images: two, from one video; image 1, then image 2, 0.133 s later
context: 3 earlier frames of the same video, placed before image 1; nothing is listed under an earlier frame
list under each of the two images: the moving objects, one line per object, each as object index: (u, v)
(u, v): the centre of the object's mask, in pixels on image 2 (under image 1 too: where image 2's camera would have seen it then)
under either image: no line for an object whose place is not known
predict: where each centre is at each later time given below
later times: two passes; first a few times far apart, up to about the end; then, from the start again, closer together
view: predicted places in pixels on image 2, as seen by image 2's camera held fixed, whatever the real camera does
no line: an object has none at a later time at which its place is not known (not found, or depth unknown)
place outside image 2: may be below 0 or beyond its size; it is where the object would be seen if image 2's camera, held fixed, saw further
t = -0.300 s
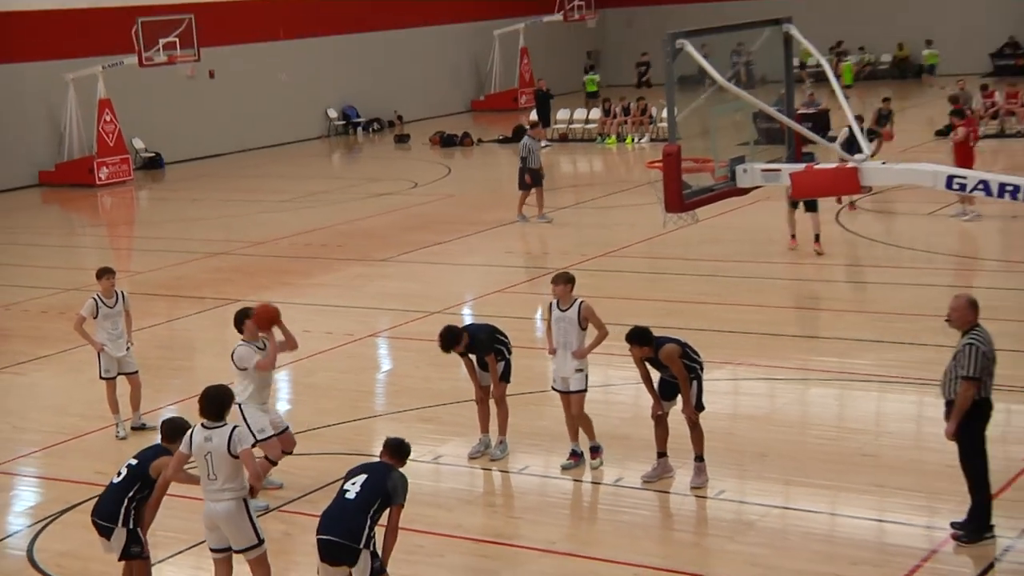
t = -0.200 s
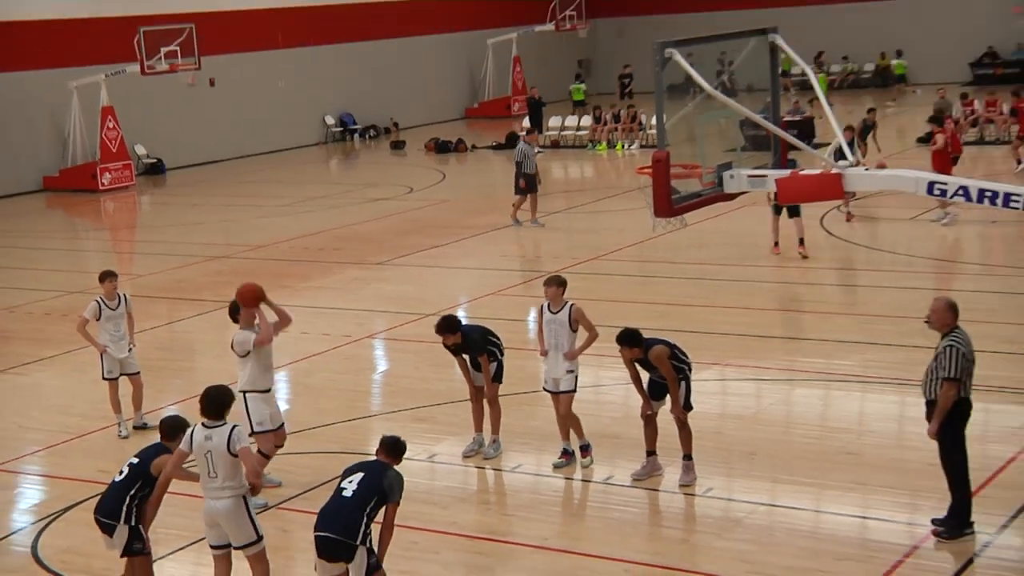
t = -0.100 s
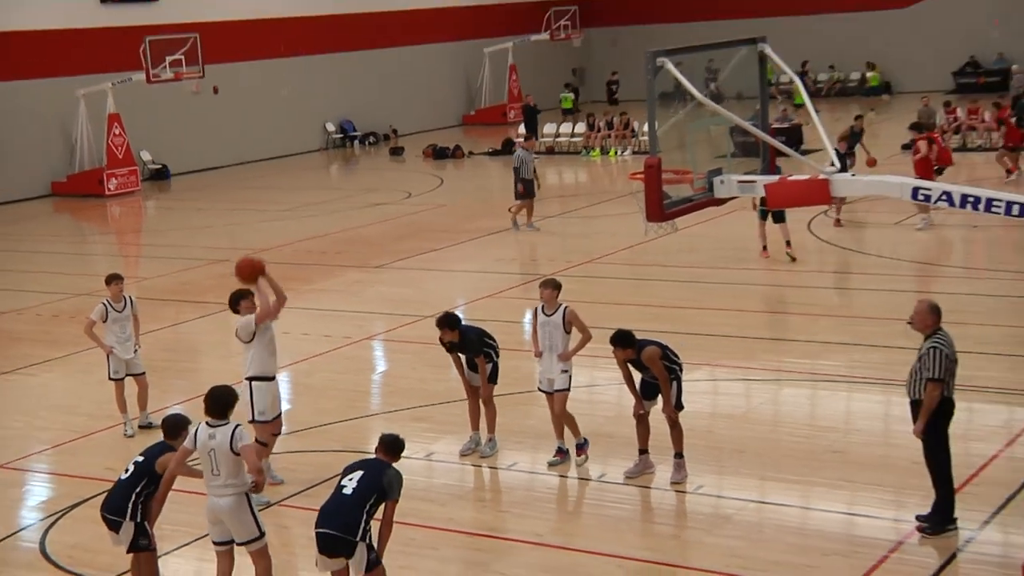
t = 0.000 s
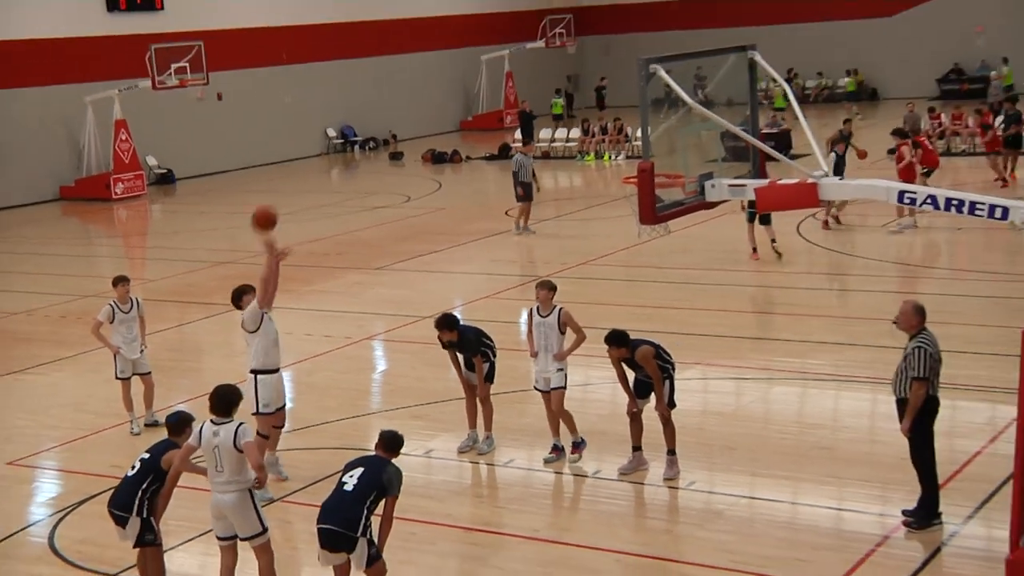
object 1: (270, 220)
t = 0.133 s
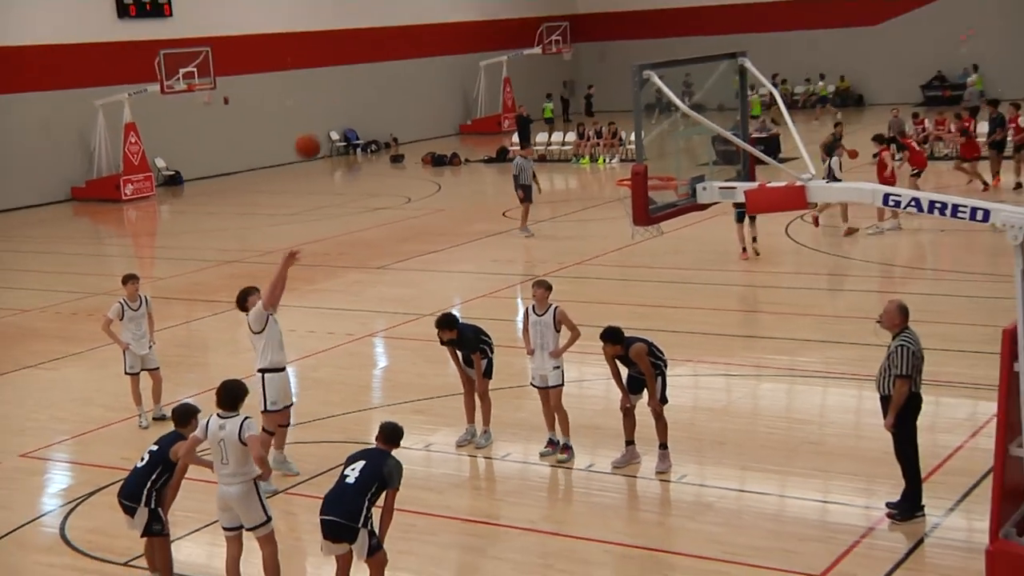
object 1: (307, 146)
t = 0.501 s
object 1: (430, 35)
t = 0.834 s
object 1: (567, 57)
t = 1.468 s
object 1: (606, 190)
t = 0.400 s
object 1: (394, 53)
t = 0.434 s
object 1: (406, 45)
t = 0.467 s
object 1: (418, 40)
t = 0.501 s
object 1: (430, 35)
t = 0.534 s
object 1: (443, 30)
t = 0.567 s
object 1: (455, 30)
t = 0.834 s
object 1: (567, 57)
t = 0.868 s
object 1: (582, 66)
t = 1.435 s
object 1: (612, 179)
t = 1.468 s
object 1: (606, 190)
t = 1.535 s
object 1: (596, 209)
